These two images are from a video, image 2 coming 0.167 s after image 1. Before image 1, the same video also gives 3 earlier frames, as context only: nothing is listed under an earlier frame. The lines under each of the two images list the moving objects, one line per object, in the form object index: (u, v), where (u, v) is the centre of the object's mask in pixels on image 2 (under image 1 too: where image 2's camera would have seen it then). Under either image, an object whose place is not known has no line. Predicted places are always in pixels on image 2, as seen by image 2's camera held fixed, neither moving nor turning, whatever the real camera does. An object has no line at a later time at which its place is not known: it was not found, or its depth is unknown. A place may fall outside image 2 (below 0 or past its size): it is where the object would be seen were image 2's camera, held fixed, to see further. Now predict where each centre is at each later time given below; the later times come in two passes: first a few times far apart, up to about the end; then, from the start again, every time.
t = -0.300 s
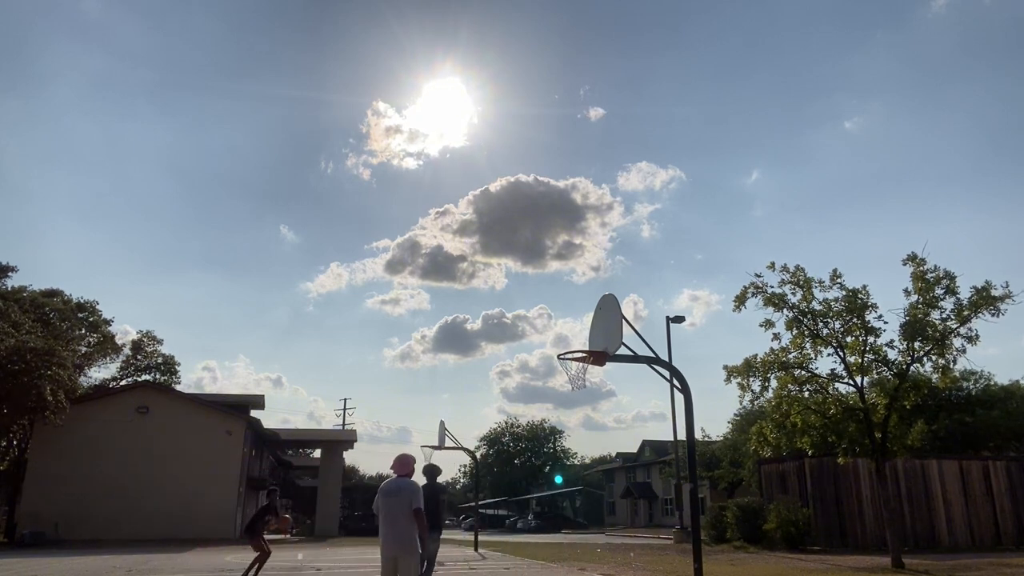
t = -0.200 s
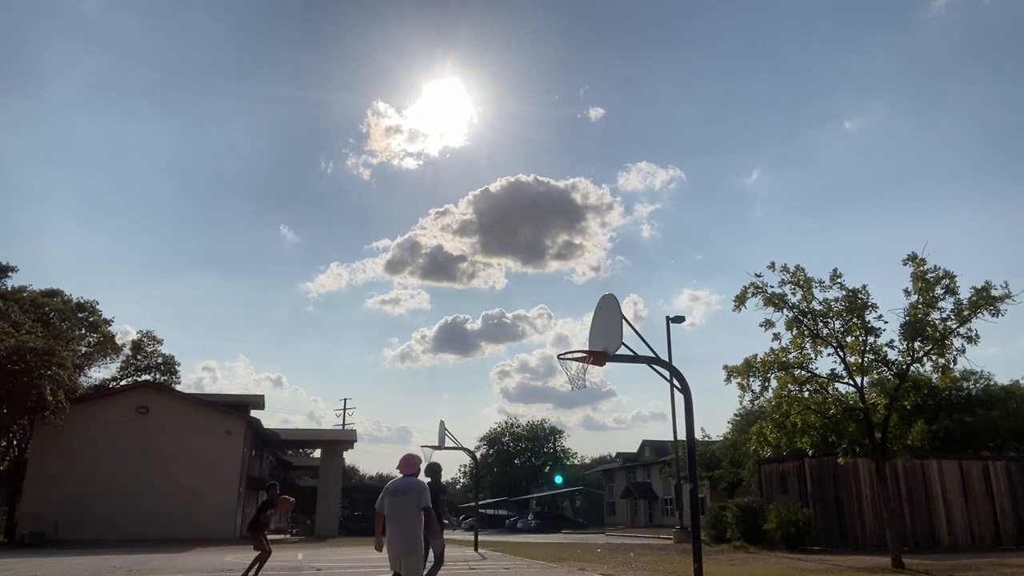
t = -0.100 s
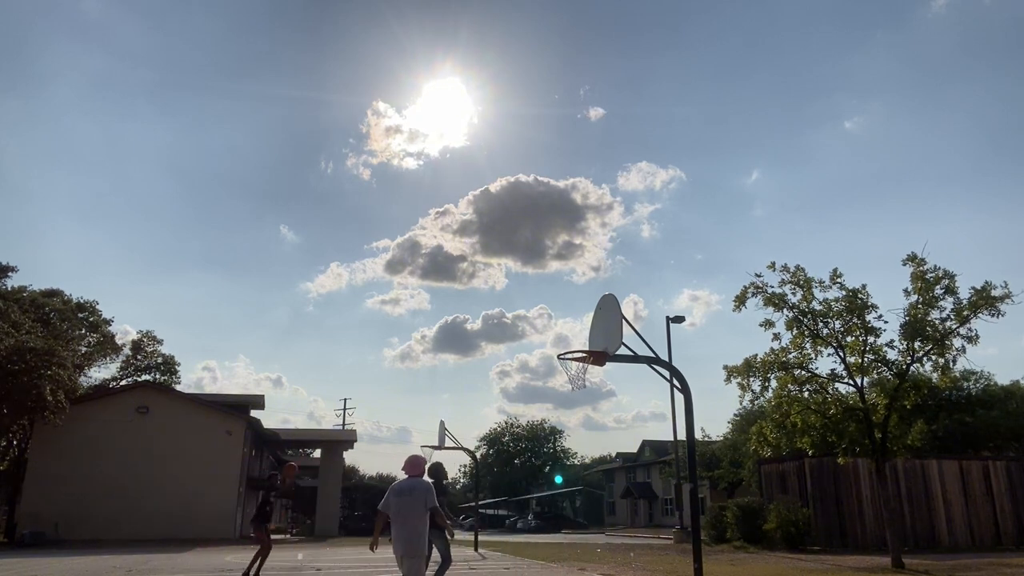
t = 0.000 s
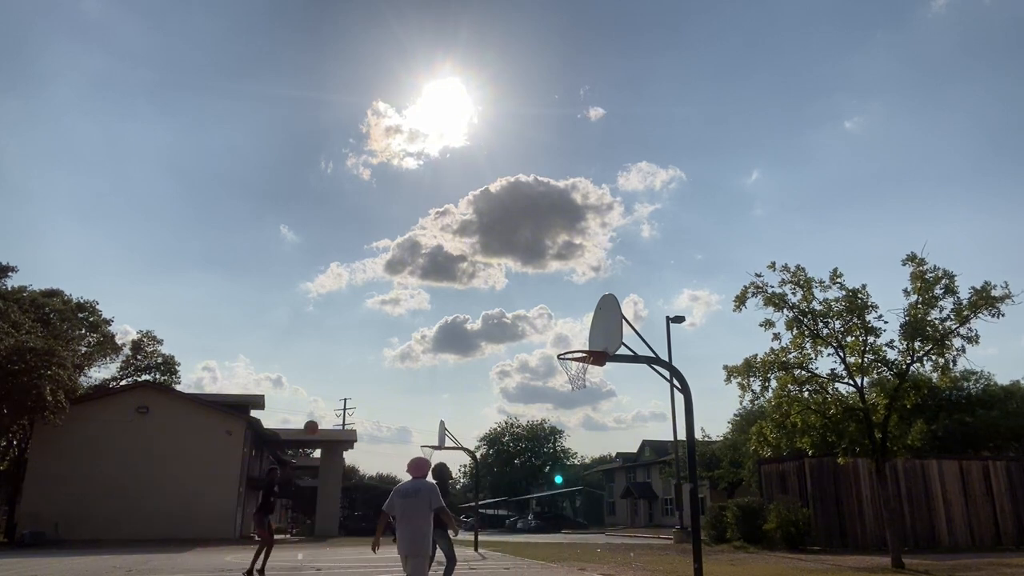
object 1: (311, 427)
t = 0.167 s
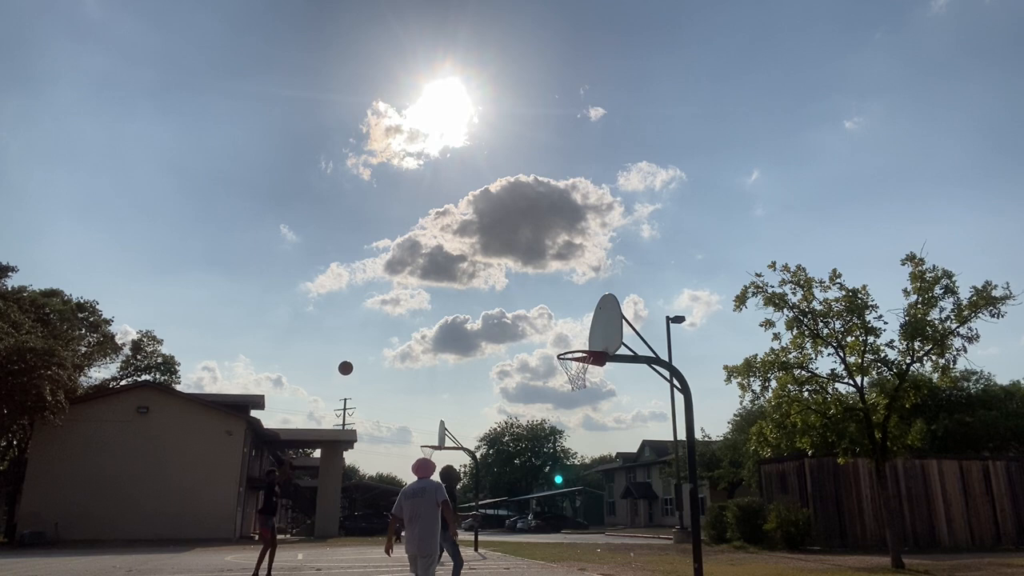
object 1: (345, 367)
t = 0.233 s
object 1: (359, 348)
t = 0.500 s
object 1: (412, 294)
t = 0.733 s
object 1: (462, 281)
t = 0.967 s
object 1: (514, 302)
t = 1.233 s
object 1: (568, 333)
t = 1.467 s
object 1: (587, 288)
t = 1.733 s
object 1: (611, 282)
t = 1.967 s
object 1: (635, 323)
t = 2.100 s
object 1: (650, 369)
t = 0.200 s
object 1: (352, 357)
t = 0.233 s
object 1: (359, 348)
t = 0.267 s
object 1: (365, 339)
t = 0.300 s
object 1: (371, 330)
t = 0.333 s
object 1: (379, 323)
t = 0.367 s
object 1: (385, 316)
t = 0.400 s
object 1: (392, 309)
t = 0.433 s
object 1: (399, 304)
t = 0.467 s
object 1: (406, 299)
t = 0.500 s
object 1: (412, 294)
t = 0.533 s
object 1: (419, 290)
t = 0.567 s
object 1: (426, 287)
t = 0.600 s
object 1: (433, 285)
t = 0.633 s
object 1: (440, 283)
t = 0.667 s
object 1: (447, 282)
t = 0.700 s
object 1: (454, 281)
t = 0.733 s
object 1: (462, 281)
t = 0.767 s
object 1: (469, 282)
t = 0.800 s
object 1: (476, 283)
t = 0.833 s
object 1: (484, 285)
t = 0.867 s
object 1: (491, 288)
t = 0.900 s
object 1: (499, 292)
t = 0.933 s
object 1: (506, 296)
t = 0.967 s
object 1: (514, 302)
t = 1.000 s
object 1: (522, 308)
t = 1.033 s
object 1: (530, 315)
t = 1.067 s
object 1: (538, 323)
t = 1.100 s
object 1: (546, 331)
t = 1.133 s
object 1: (555, 341)
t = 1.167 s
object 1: (563, 351)
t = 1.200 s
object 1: (565, 343)
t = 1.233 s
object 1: (568, 333)
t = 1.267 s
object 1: (571, 325)
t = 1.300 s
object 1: (573, 316)
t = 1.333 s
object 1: (576, 309)
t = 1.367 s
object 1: (579, 302)
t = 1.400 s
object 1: (582, 297)
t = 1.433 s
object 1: (584, 292)
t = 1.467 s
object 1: (587, 288)
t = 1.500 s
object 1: (590, 284)
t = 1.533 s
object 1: (593, 282)
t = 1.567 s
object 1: (596, 280)
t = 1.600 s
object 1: (599, 279)
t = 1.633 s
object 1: (602, 278)
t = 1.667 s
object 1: (605, 279)
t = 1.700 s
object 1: (608, 280)
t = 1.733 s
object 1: (611, 282)
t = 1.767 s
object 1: (614, 285)
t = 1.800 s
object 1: (617, 289)
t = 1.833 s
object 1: (621, 294)
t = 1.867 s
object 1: (624, 300)
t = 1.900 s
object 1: (628, 306)
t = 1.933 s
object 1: (632, 314)
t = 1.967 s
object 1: (635, 323)
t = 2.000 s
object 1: (639, 332)
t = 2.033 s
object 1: (643, 343)
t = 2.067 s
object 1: (647, 354)
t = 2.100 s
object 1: (650, 369)
